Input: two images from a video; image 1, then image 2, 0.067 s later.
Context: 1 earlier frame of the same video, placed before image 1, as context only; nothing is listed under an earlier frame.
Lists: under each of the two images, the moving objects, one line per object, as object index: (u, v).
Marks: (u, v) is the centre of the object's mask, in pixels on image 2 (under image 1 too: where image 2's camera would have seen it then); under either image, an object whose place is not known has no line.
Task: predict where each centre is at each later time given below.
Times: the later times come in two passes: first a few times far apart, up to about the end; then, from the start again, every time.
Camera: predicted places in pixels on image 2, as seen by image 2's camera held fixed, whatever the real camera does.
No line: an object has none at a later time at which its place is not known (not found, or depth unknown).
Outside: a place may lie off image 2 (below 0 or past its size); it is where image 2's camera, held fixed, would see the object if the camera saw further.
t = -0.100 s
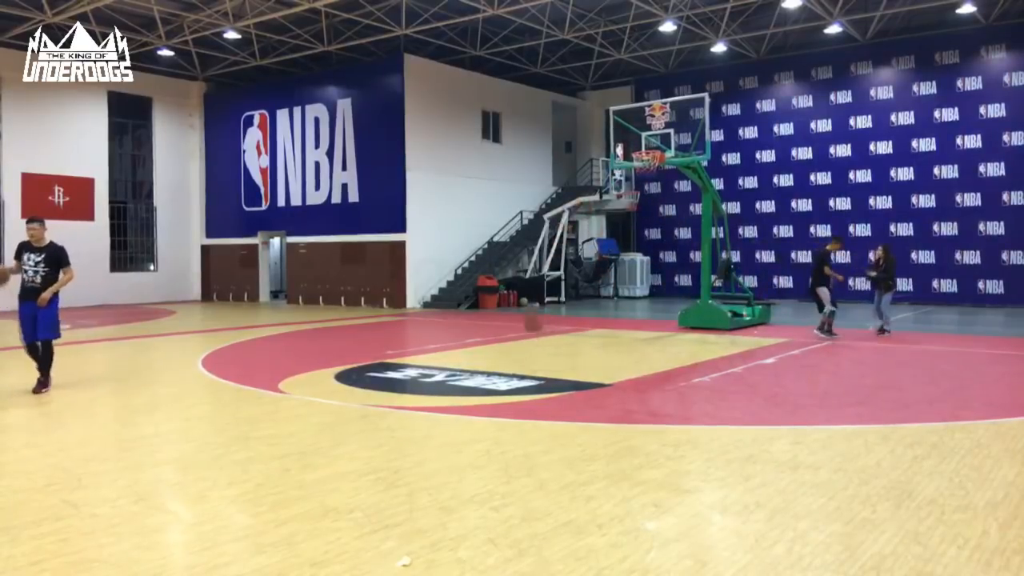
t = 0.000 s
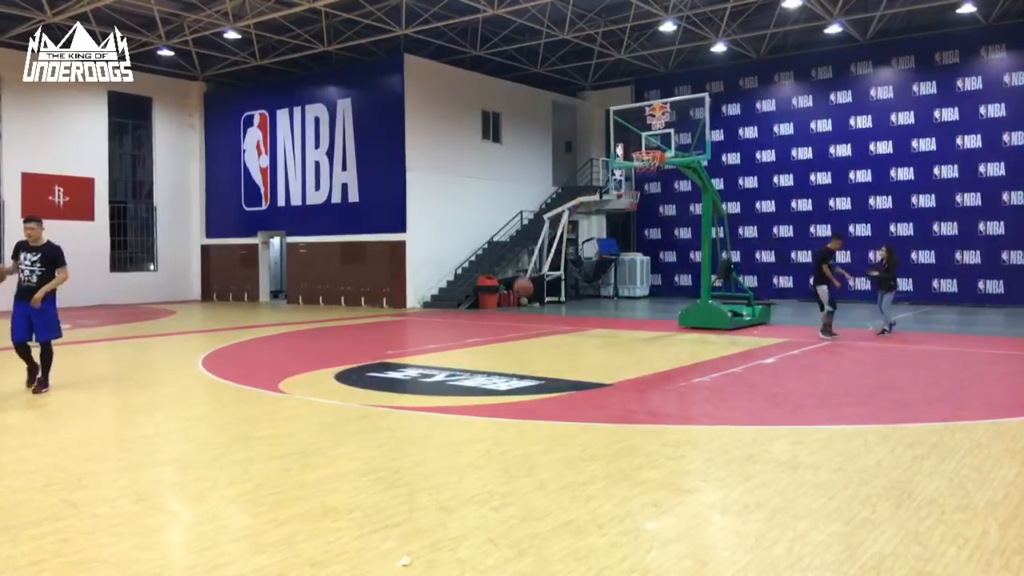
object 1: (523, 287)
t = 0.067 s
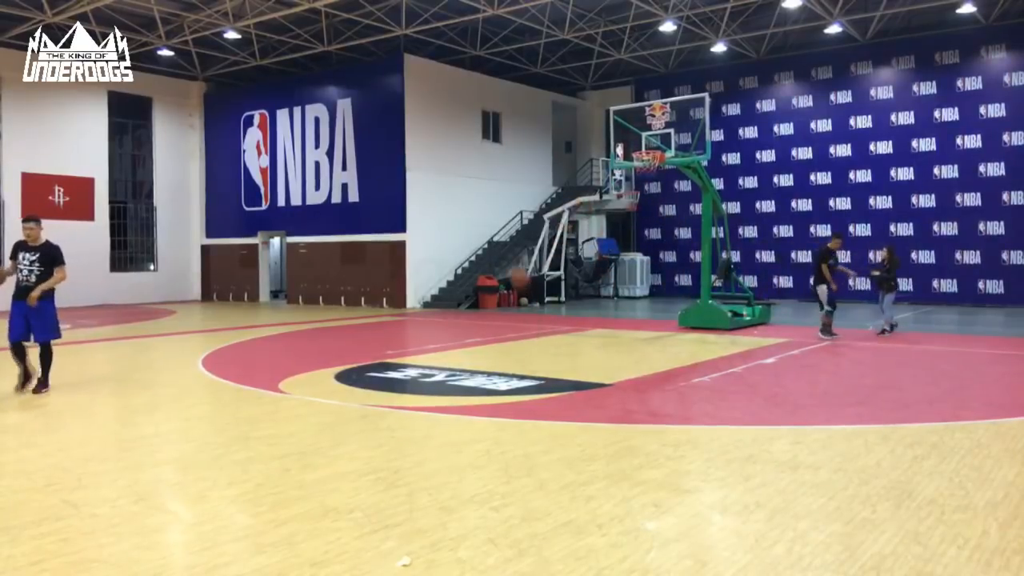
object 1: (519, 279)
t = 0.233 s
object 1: (506, 260)
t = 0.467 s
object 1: (488, 272)
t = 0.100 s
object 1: (517, 275)
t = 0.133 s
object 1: (515, 271)
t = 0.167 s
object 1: (513, 266)
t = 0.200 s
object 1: (508, 260)
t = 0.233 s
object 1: (506, 260)
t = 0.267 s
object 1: (504, 259)
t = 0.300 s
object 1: (502, 259)
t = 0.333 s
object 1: (499, 260)
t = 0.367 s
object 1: (497, 261)
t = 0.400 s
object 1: (491, 267)
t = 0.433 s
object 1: (489, 270)
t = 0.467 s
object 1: (488, 272)
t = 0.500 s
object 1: (484, 279)
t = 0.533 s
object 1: (483, 284)
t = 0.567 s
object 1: (479, 291)
